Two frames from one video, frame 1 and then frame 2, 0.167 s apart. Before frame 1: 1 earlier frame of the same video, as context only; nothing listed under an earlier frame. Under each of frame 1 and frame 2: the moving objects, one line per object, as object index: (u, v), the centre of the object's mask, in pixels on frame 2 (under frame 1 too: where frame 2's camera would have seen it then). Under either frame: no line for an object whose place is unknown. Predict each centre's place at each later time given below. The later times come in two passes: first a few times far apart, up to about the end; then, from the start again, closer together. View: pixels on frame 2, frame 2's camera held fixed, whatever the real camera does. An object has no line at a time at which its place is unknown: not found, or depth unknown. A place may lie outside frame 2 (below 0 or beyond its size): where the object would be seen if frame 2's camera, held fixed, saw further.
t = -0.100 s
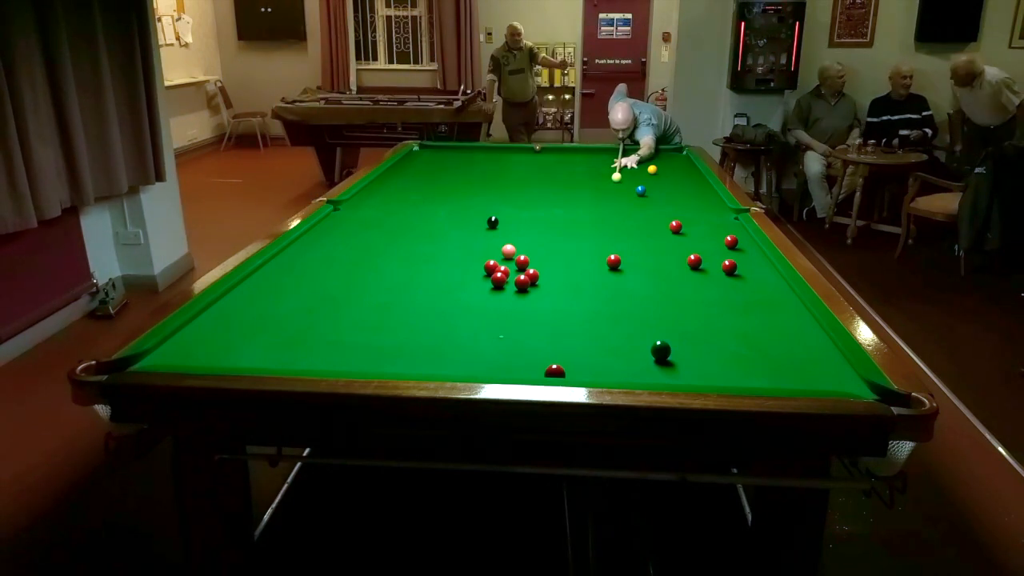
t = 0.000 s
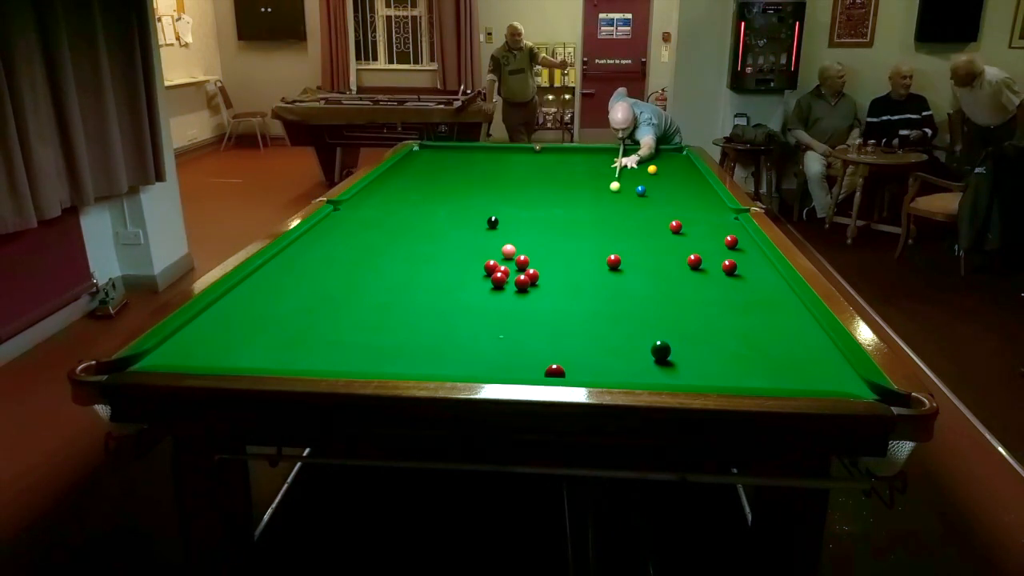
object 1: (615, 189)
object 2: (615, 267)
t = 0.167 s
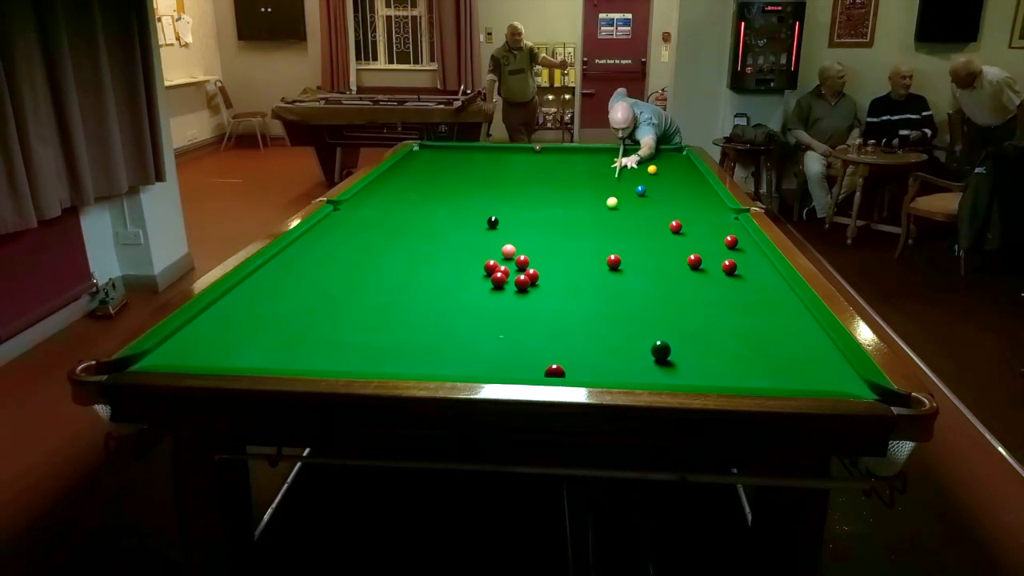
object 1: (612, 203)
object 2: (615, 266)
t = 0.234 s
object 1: (611, 210)
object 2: (615, 266)
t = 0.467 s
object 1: (606, 239)
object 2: (615, 266)
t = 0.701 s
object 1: (575, 269)
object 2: (640, 274)
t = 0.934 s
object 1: (511, 300)
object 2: (685, 288)
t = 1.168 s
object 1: (433, 338)
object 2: (732, 299)
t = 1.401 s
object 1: (357, 355)
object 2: (784, 315)
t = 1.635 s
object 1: (330, 321)
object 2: (800, 329)
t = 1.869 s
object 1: (306, 296)
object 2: (780, 340)
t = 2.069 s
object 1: (289, 277)
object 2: (763, 350)
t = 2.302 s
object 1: (277, 259)
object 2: (742, 362)
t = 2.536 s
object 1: (316, 247)
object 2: (721, 374)
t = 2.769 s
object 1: (350, 236)
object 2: (699, 377)
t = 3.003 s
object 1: (379, 227)
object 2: (677, 371)
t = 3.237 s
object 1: (405, 219)
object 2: (656, 365)
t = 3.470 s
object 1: (428, 211)
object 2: (639, 357)
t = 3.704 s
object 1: (448, 205)
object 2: (623, 352)
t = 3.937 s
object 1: (467, 199)
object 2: (610, 347)
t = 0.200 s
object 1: (611, 207)
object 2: (615, 266)
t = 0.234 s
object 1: (611, 210)
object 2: (615, 266)
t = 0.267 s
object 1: (610, 214)
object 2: (615, 266)
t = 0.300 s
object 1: (609, 217)
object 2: (615, 266)
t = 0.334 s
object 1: (609, 221)
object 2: (615, 266)
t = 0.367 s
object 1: (608, 226)
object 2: (615, 266)
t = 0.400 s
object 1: (607, 230)
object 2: (615, 266)
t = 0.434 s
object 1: (606, 234)
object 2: (615, 266)
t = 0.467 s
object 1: (606, 239)
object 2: (615, 266)
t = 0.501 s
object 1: (605, 244)
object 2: (615, 266)
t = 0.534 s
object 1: (604, 249)
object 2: (615, 266)
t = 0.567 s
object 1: (603, 254)
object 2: (615, 266)
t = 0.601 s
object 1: (601, 259)
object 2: (616, 266)
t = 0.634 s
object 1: (592, 262)
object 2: (624, 269)
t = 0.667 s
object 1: (583, 266)
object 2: (632, 271)
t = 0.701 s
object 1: (575, 269)
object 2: (640, 274)
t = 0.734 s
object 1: (566, 273)
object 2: (647, 276)
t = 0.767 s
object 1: (558, 277)
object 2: (653, 278)
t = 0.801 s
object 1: (549, 282)
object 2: (659, 281)
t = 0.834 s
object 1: (540, 286)
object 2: (665, 281)
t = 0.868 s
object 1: (530, 290)
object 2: (673, 284)
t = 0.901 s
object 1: (522, 295)
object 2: (679, 286)
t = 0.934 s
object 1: (511, 300)
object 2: (685, 288)
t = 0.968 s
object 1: (501, 305)
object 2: (692, 288)
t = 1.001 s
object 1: (491, 310)
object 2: (698, 291)
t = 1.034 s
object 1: (480, 315)
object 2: (705, 293)
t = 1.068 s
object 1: (469, 320)
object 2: (712, 294)
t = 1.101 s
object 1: (457, 326)
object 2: (718, 294)
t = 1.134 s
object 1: (445, 332)
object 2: (725, 297)
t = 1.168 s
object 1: (433, 338)
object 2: (732, 299)
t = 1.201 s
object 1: (419, 344)
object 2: (739, 300)
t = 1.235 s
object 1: (406, 350)
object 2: (746, 303)
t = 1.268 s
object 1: (392, 357)
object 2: (754, 306)
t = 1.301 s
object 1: (377, 363)
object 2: (761, 308)
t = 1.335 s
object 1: (365, 364)
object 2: (769, 310)
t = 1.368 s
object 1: (361, 360)
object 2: (776, 312)
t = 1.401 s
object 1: (357, 355)
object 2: (784, 315)
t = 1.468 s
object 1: (350, 344)
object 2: (800, 320)
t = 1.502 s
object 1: (345, 339)
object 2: (807, 322)
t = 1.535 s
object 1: (341, 335)
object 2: (809, 324)
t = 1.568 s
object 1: (337, 330)
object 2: (805, 326)
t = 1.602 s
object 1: (333, 326)
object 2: (802, 327)
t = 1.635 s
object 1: (330, 321)
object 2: (800, 329)
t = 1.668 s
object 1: (326, 317)
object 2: (797, 330)
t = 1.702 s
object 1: (322, 314)
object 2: (794, 332)
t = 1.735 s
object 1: (319, 310)
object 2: (791, 334)
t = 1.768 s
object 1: (316, 306)
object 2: (788, 336)
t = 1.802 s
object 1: (312, 302)
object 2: (786, 337)
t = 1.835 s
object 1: (309, 299)
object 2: (783, 339)
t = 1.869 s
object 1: (306, 296)
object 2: (780, 340)
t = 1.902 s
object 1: (303, 292)
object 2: (777, 342)
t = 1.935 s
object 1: (300, 289)
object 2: (774, 344)
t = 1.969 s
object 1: (297, 286)
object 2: (771, 346)
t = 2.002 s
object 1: (294, 283)
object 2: (768, 347)
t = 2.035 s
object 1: (291, 280)
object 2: (765, 349)
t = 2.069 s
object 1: (289, 277)
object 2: (763, 350)
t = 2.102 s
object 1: (286, 274)
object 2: (760, 352)
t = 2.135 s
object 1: (284, 271)
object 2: (757, 354)
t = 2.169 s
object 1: (281, 269)
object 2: (754, 356)
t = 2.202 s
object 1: (278, 266)
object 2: (751, 357)
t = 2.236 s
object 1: (276, 264)
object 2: (748, 359)
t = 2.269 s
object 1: (274, 261)
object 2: (745, 361)
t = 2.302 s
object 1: (277, 259)
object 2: (742, 362)
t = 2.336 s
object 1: (283, 257)
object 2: (739, 363)
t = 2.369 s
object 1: (289, 255)
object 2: (736, 365)
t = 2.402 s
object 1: (295, 254)
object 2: (733, 367)
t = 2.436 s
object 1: (301, 252)
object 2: (730, 369)
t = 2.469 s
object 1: (305, 250)
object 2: (727, 371)
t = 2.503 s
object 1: (311, 249)
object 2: (724, 372)
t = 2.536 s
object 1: (316, 247)
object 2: (721, 374)
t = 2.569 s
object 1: (321, 245)
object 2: (718, 375)
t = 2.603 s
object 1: (326, 244)
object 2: (715, 376)
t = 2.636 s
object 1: (331, 242)
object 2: (712, 377)
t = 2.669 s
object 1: (336, 241)
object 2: (709, 377)
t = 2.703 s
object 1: (341, 239)
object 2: (706, 378)
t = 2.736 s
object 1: (345, 238)
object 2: (703, 378)
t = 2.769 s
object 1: (350, 236)
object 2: (699, 377)
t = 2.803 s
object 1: (354, 235)
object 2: (696, 376)
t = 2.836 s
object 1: (358, 234)
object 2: (692, 376)
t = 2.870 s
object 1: (363, 232)
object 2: (689, 375)
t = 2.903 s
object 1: (367, 231)
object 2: (686, 374)
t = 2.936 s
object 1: (371, 230)
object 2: (683, 374)
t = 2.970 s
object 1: (375, 228)
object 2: (680, 373)
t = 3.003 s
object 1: (379, 227)
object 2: (677, 371)
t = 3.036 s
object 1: (383, 226)
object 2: (673, 370)
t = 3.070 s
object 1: (387, 224)
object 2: (671, 370)
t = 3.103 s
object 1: (391, 223)
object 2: (668, 369)
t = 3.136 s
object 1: (394, 222)
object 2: (665, 367)
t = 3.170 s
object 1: (398, 221)
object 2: (662, 366)
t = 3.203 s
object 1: (402, 220)
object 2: (659, 365)
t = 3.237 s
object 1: (405, 219)
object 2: (656, 365)
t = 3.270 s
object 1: (409, 217)
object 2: (654, 363)
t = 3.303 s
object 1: (412, 216)
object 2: (651, 362)
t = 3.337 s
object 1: (415, 215)
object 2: (649, 361)
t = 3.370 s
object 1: (419, 214)
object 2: (646, 360)
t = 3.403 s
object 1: (422, 213)
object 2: (644, 359)
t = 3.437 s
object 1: (425, 212)
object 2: (641, 358)
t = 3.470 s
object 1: (428, 211)
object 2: (639, 357)
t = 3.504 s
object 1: (431, 210)
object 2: (636, 357)
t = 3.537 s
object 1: (434, 209)
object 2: (634, 356)
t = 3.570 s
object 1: (437, 208)
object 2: (632, 355)
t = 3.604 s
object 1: (440, 207)
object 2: (630, 355)
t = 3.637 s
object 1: (443, 206)
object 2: (627, 354)
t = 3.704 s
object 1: (448, 205)
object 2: (623, 352)
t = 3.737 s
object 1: (451, 204)
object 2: (621, 351)
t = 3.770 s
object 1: (453, 203)
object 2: (619, 351)
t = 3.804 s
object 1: (456, 202)
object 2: (617, 350)
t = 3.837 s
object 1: (459, 201)
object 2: (615, 349)
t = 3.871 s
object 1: (461, 200)
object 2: (614, 348)
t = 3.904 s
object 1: (464, 199)
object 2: (612, 348)
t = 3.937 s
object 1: (467, 199)
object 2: (610, 347)
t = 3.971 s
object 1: (469, 198)
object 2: (608, 347)
